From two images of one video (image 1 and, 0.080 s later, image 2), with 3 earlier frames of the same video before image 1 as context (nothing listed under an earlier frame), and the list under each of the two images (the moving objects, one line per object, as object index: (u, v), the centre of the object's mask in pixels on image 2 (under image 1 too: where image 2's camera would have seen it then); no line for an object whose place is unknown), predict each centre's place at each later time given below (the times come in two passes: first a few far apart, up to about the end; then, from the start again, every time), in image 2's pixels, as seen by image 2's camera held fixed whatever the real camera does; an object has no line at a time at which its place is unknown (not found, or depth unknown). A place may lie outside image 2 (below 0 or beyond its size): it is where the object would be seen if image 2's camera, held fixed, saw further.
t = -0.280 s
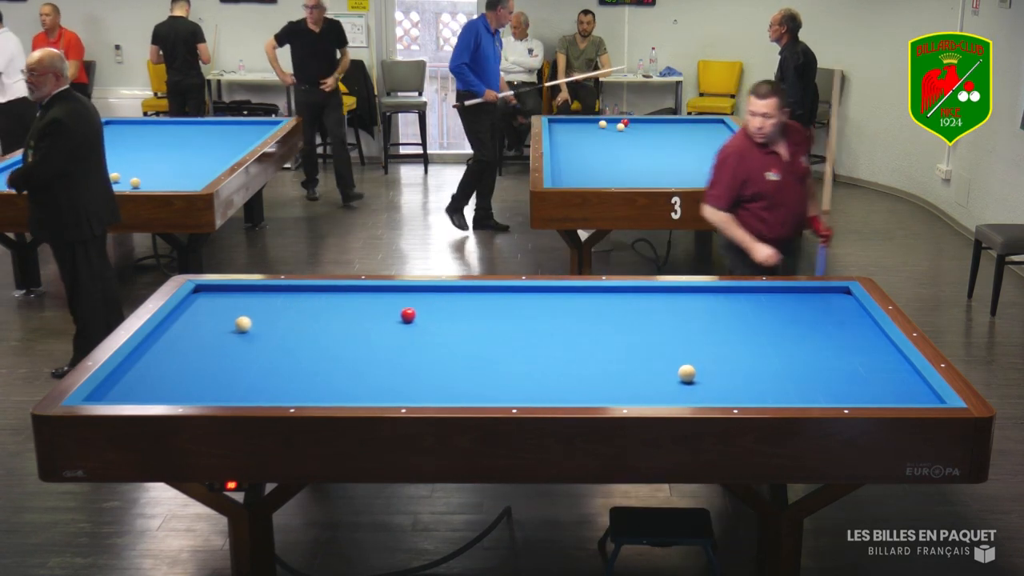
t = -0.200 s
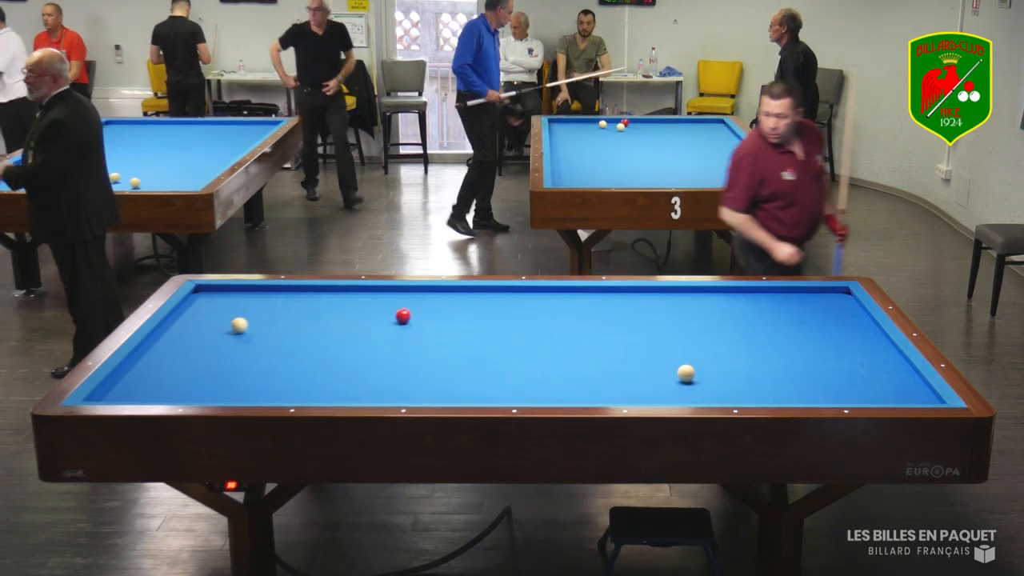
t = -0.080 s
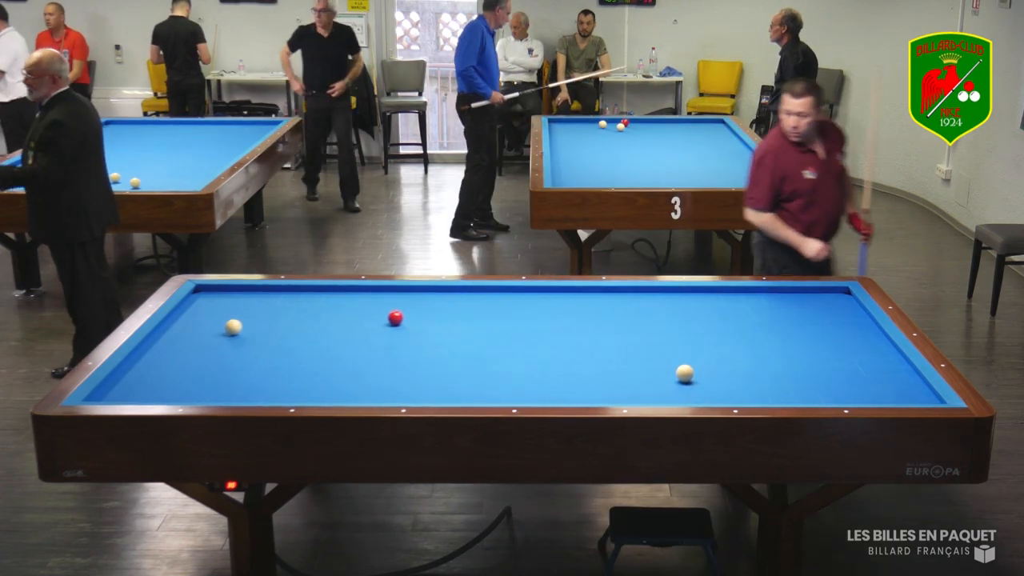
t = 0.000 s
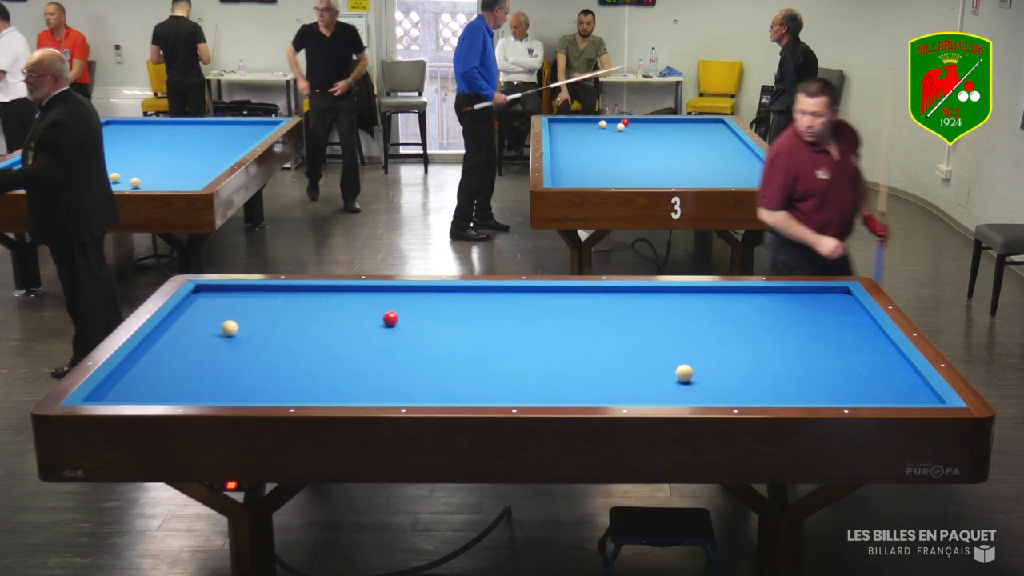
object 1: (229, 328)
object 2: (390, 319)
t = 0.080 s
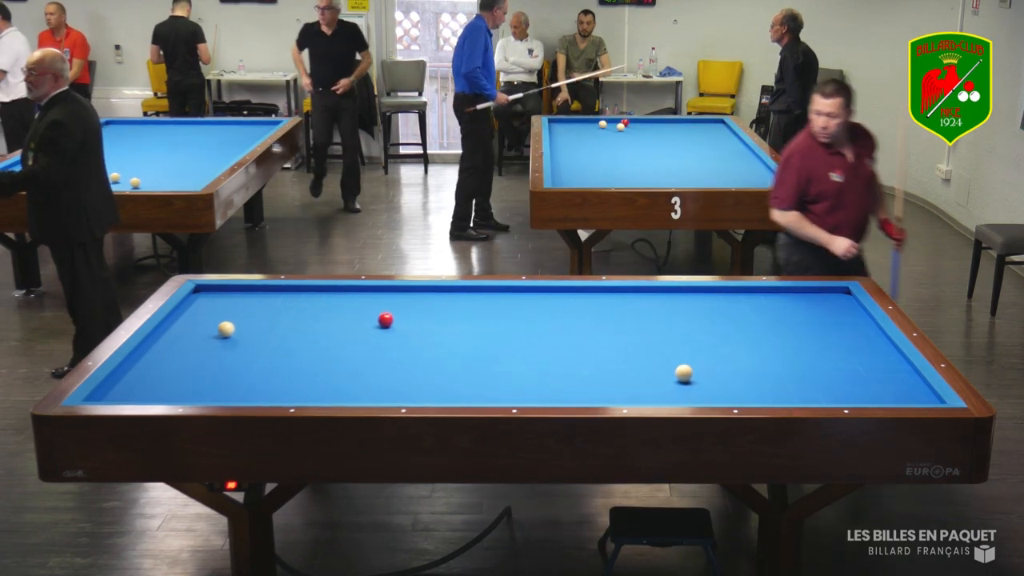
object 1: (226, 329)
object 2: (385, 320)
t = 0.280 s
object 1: (216, 332)
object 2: (373, 323)
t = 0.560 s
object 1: (204, 336)
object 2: (356, 326)
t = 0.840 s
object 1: (192, 339)
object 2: (340, 330)
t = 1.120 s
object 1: (180, 343)
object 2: (324, 334)
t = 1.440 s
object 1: (168, 347)
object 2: (307, 337)
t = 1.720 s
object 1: (158, 350)
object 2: (293, 340)
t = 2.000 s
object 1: (148, 352)
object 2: (280, 343)
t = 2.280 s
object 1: (139, 355)
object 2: (267, 346)
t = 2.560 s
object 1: (135, 357)
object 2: (255, 348)
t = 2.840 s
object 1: (136, 359)
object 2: (244, 351)
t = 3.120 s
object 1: (137, 360)
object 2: (234, 354)
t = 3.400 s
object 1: (138, 361)
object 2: (224, 356)
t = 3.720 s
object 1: (139, 363)
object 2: (215, 358)
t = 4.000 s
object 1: (140, 363)
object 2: (207, 360)
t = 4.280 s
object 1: (140, 364)
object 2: (200, 362)
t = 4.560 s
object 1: (140, 364)
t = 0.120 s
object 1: (224, 330)
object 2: (382, 321)
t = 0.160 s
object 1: (222, 330)
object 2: (380, 321)
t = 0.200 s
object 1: (220, 331)
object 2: (377, 322)
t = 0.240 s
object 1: (218, 332)
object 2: (375, 322)
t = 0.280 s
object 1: (216, 332)
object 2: (373, 323)
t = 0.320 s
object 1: (215, 333)
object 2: (370, 323)
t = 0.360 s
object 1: (213, 333)
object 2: (368, 324)
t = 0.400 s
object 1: (211, 334)
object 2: (365, 324)
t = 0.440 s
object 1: (209, 334)
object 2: (363, 325)
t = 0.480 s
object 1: (208, 335)
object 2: (361, 325)
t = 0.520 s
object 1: (206, 335)
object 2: (358, 326)
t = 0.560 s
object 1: (204, 336)
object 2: (356, 326)
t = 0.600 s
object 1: (202, 336)
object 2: (354, 327)
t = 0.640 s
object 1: (201, 337)
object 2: (351, 327)
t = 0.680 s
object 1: (199, 338)
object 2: (349, 328)
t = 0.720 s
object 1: (197, 338)
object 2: (347, 328)
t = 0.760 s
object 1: (195, 338)
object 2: (344, 329)
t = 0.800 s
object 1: (194, 339)
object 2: (342, 329)
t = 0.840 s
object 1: (192, 339)
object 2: (340, 330)
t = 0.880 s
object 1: (190, 340)
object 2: (337, 330)
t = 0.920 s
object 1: (188, 341)
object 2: (335, 331)
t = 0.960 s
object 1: (187, 341)
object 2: (333, 332)
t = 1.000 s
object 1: (185, 342)
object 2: (330, 332)
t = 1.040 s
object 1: (184, 342)
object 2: (328, 332)
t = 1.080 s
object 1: (182, 343)
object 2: (326, 333)
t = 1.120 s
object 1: (180, 343)
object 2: (324, 334)
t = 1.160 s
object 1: (179, 343)
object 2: (322, 334)
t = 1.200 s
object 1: (178, 344)
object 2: (320, 334)
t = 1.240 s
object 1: (176, 344)
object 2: (317, 335)
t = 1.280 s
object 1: (175, 345)
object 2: (315, 335)
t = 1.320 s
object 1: (172, 345)
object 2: (313, 336)
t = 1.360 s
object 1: (171, 346)
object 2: (311, 336)
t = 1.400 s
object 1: (170, 346)
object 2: (309, 336)
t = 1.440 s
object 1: (168, 347)
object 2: (307, 337)
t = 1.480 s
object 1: (167, 347)
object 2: (305, 337)
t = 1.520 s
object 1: (165, 348)
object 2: (303, 338)
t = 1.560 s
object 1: (164, 348)
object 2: (301, 338)
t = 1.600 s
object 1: (162, 348)
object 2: (299, 339)
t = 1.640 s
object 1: (161, 349)
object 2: (297, 339)
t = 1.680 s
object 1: (159, 349)
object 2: (295, 340)
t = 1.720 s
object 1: (158, 350)
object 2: (293, 340)
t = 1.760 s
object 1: (157, 350)
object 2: (291, 341)
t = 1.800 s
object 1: (155, 350)
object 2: (289, 341)
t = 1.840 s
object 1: (154, 351)
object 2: (287, 342)
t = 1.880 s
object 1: (152, 351)
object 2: (285, 342)
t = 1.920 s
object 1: (151, 352)
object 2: (283, 342)
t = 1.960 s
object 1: (150, 352)
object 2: (282, 342)
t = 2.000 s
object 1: (148, 352)
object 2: (280, 343)
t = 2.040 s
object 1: (147, 353)
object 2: (278, 344)
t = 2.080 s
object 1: (146, 353)
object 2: (276, 344)
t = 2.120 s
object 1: (144, 354)
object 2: (274, 344)
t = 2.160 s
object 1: (143, 354)
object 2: (272, 345)
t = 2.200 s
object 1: (142, 354)
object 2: (271, 345)
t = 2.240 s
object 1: (140, 355)
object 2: (269, 346)
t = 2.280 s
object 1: (139, 355)
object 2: (267, 346)
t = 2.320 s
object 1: (138, 355)
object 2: (266, 346)
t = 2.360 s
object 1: (137, 356)
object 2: (264, 347)
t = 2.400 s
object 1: (136, 356)
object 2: (262, 347)
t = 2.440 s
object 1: (135, 356)
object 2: (260, 348)
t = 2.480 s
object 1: (134, 357)
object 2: (259, 348)
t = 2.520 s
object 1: (134, 357)
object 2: (257, 348)
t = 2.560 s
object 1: (135, 357)
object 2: (255, 348)
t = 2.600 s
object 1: (135, 358)
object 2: (254, 349)
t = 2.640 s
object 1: (135, 358)
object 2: (252, 349)
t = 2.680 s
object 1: (135, 358)
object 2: (251, 350)
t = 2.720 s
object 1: (135, 358)
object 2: (249, 350)
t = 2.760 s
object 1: (136, 359)
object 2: (248, 350)
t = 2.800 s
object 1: (136, 359)
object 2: (246, 351)
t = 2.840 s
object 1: (136, 359)
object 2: (244, 351)
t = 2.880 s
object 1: (136, 359)
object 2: (243, 352)
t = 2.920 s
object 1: (137, 359)
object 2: (241, 352)
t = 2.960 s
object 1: (136, 360)
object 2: (240, 353)
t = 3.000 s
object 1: (137, 360)
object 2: (238, 353)
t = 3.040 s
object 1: (137, 360)
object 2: (237, 353)
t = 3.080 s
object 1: (137, 360)
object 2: (235, 354)
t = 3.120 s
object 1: (137, 360)
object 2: (234, 354)
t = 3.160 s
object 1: (137, 361)
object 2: (233, 354)
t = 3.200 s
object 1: (137, 361)
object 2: (231, 354)
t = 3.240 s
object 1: (137, 361)
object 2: (230, 355)
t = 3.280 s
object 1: (138, 361)
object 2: (228, 355)
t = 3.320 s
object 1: (138, 361)
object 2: (227, 355)
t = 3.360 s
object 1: (138, 361)
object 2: (226, 356)
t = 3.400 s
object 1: (138, 361)
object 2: (224, 356)
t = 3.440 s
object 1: (138, 362)
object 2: (223, 356)
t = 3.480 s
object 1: (138, 362)
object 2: (222, 357)
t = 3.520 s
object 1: (138, 362)
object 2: (221, 357)
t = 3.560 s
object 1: (138, 362)
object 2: (219, 357)
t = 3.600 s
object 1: (139, 362)
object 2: (218, 357)
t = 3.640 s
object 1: (139, 362)
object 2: (217, 358)
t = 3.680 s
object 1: (139, 363)
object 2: (216, 358)
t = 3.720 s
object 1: (139, 363)
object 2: (215, 358)
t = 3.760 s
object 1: (139, 363)
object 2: (213, 358)
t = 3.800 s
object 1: (139, 363)
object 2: (212, 359)
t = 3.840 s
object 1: (139, 363)
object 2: (211, 359)
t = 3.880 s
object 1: (140, 363)
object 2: (210, 359)
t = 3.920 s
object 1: (140, 363)
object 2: (209, 360)
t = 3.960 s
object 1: (140, 363)
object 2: (208, 360)
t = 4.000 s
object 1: (140, 363)
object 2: (207, 360)
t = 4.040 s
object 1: (140, 363)
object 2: (206, 360)
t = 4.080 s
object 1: (140, 363)
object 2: (205, 361)
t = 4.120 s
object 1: (140, 364)
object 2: (204, 361)
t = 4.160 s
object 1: (140, 364)
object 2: (203, 361)
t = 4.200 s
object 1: (140, 364)
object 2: (202, 361)
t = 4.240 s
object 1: (140, 364)
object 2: (201, 361)
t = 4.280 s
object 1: (140, 364)
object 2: (200, 362)
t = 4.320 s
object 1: (140, 364)
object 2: (199, 362)
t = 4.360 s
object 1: (140, 364)
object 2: (198, 362)
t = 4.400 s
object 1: (140, 364)
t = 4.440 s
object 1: (140, 364)
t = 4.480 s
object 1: (140, 364)
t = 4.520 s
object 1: (140, 364)
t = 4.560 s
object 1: (140, 364)
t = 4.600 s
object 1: (140, 364)
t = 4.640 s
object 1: (140, 364)
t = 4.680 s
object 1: (140, 364)
